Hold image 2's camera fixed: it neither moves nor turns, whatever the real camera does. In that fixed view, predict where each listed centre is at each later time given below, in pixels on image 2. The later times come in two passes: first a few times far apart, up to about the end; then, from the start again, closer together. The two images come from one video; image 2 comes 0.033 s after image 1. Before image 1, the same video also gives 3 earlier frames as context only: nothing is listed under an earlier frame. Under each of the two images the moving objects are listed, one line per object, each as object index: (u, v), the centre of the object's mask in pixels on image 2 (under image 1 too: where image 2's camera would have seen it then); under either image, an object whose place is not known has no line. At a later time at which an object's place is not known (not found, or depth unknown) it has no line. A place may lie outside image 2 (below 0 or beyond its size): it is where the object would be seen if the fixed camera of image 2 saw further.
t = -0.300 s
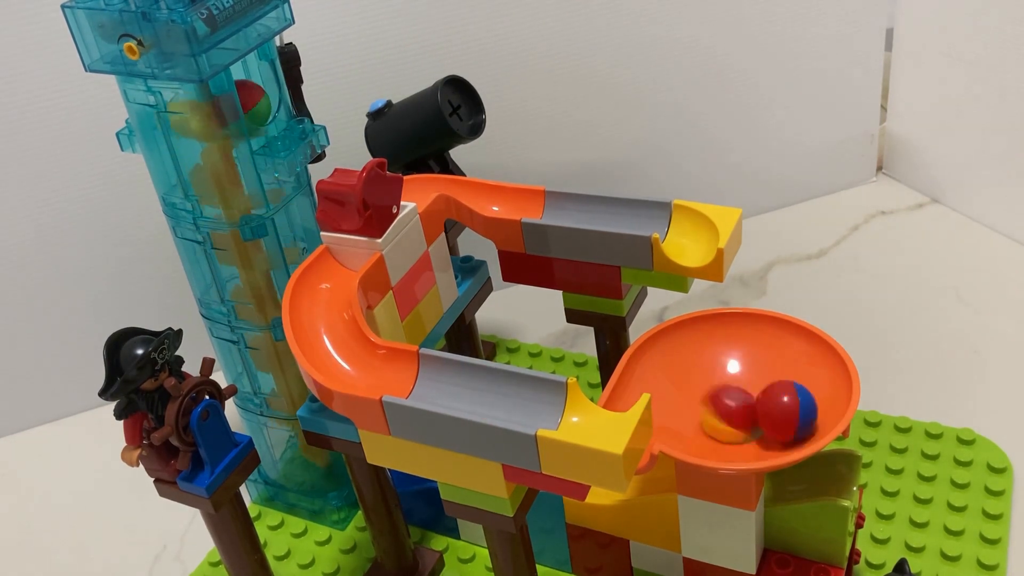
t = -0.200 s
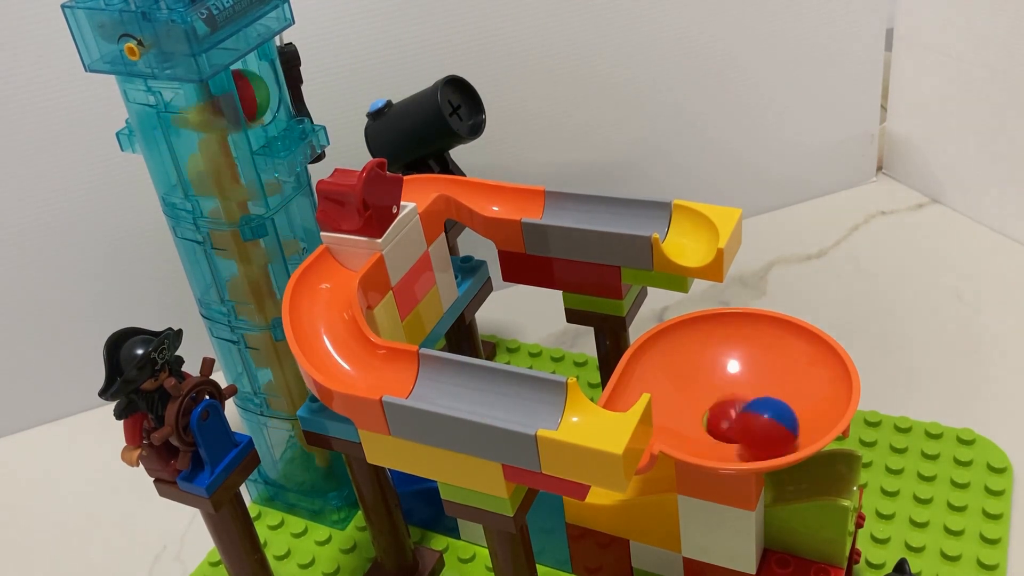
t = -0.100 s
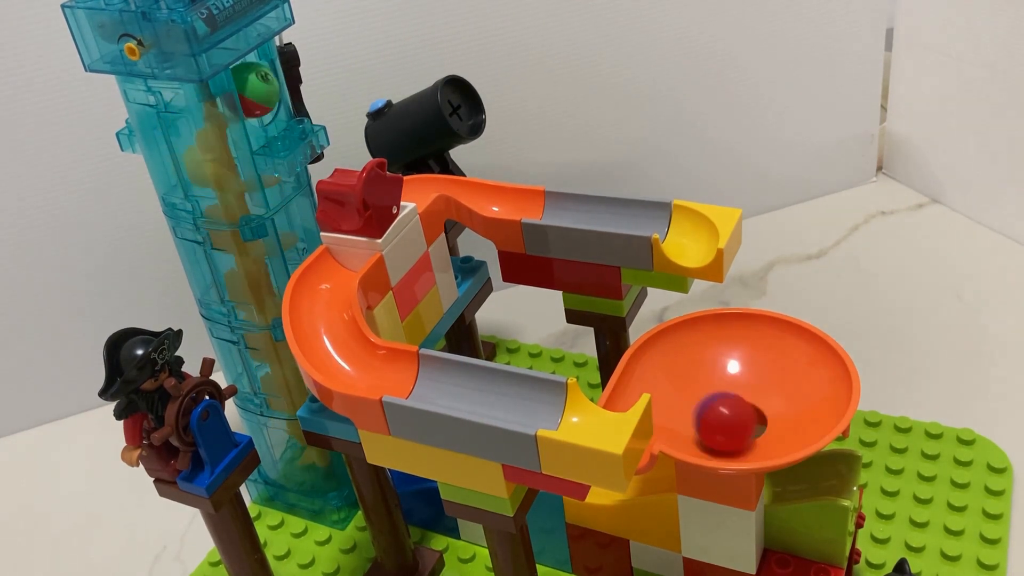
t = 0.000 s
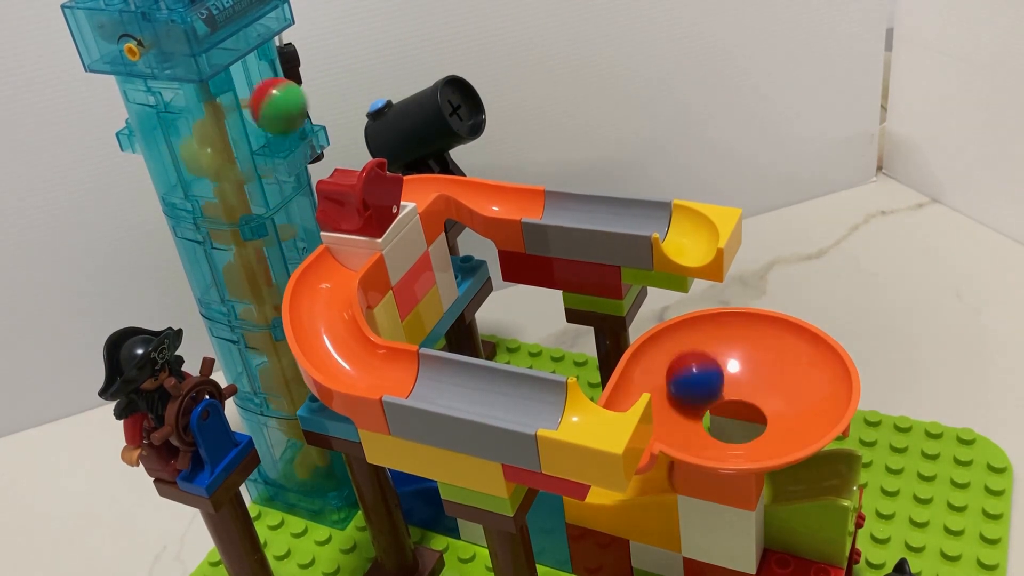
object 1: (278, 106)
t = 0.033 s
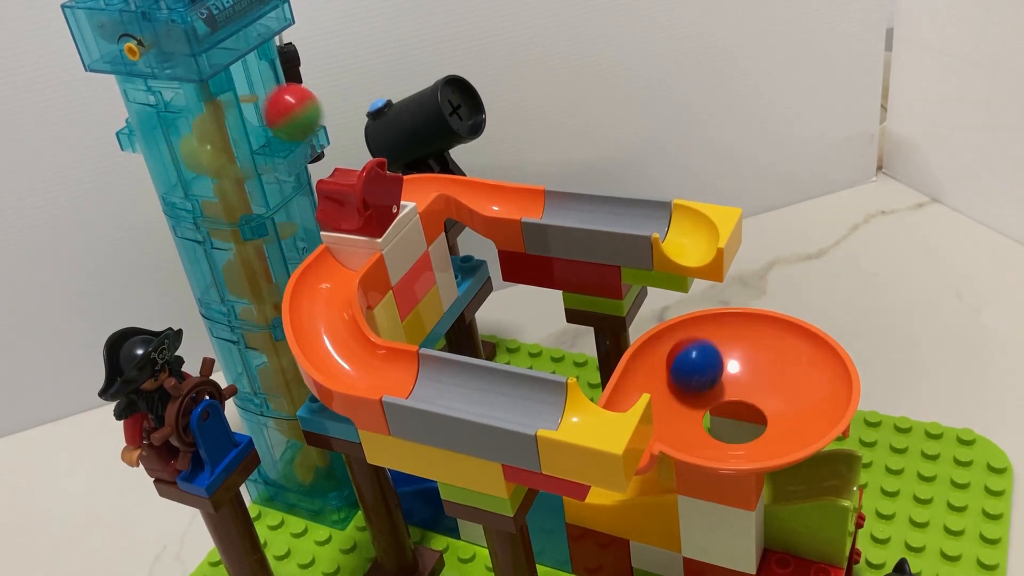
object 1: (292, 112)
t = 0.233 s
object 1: (317, 213)
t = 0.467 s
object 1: (371, 366)
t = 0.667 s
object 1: (553, 403)
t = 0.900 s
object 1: (657, 377)
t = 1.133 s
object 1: (798, 372)
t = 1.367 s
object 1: (695, 424)
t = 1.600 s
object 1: (719, 365)
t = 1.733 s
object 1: (795, 384)
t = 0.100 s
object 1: (331, 152)
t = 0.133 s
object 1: (338, 160)
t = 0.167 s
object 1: (331, 168)
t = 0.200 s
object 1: (323, 184)
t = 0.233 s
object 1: (317, 213)
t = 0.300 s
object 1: (324, 277)
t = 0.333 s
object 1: (319, 290)
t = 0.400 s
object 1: (326, 333)
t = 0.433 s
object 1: (341, 354)
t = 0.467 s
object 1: (371, 366)
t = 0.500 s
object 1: (401, 371)
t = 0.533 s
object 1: (433, 379)
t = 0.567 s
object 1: (459, 385)
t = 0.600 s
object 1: (492, 392)
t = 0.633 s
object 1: (524, 399)
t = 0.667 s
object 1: (553, 403)
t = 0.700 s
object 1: (583, 401)
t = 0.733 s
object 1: (605, 393)
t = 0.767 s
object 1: (614, 382)
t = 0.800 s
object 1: (622, 382)
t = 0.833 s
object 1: (639, 394)
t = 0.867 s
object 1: (657, 383)
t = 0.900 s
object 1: (657, 377)
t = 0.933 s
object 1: (669, 370)
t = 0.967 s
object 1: (689, 363)
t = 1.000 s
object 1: (712, 360)
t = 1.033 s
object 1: (739, 359)
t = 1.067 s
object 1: (764, 359)
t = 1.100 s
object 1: (784, 365)
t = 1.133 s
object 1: (798, 372)
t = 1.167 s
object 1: (805, 383)
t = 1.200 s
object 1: (802, 398)
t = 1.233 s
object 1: (792, 410)
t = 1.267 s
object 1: (769, 424)
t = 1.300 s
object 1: (745, 430)
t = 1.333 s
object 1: (720, 430)
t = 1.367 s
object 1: (695, 424)
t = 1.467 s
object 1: (663, 384)
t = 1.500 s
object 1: (667, 377)
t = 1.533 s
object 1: (678, 369)
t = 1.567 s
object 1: (697, 366)
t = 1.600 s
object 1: (719, 365)
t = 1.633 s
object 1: (743, 365)
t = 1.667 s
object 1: (766, 369)
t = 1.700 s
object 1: (784, 375)
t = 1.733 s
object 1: (795, 384)
